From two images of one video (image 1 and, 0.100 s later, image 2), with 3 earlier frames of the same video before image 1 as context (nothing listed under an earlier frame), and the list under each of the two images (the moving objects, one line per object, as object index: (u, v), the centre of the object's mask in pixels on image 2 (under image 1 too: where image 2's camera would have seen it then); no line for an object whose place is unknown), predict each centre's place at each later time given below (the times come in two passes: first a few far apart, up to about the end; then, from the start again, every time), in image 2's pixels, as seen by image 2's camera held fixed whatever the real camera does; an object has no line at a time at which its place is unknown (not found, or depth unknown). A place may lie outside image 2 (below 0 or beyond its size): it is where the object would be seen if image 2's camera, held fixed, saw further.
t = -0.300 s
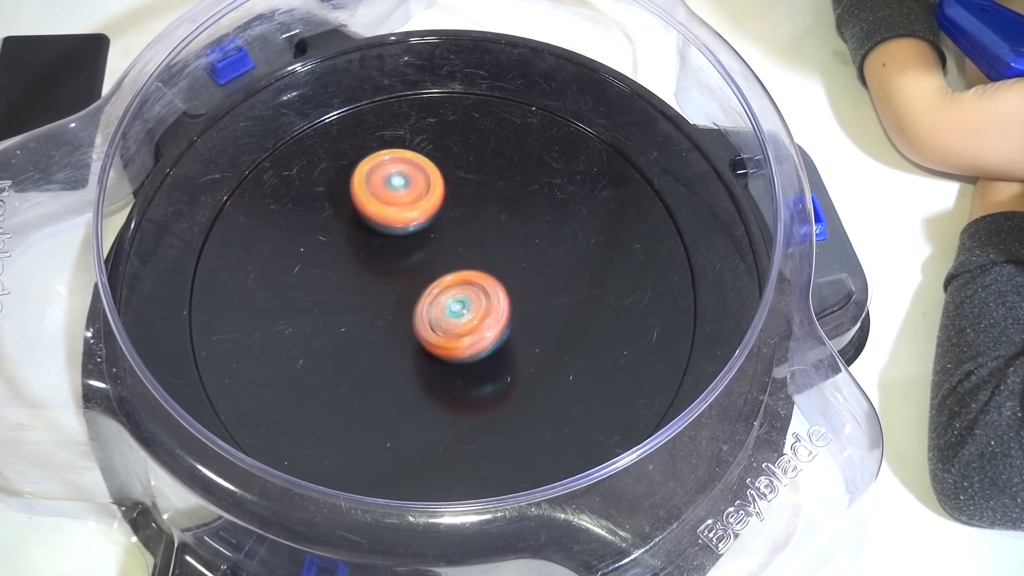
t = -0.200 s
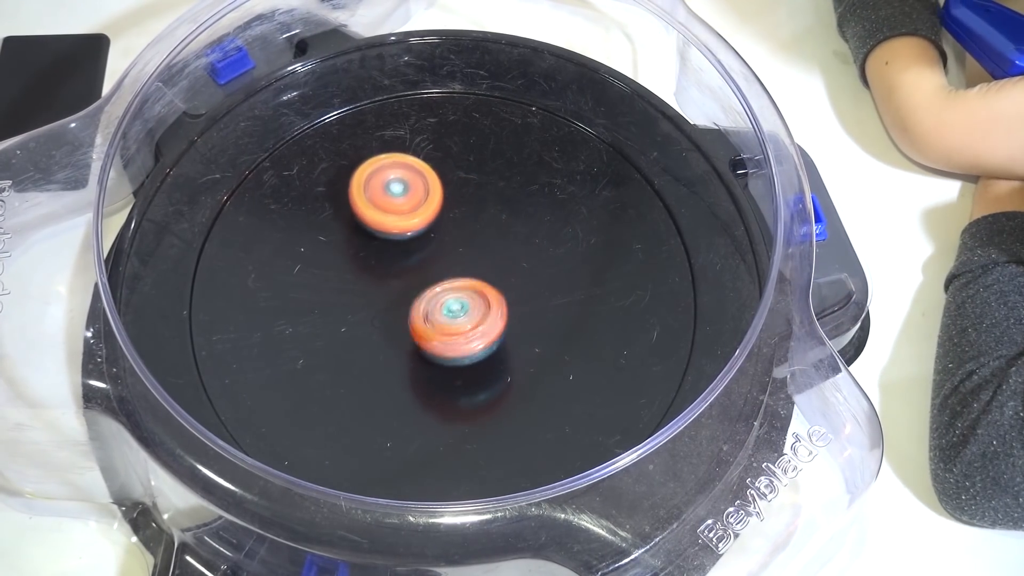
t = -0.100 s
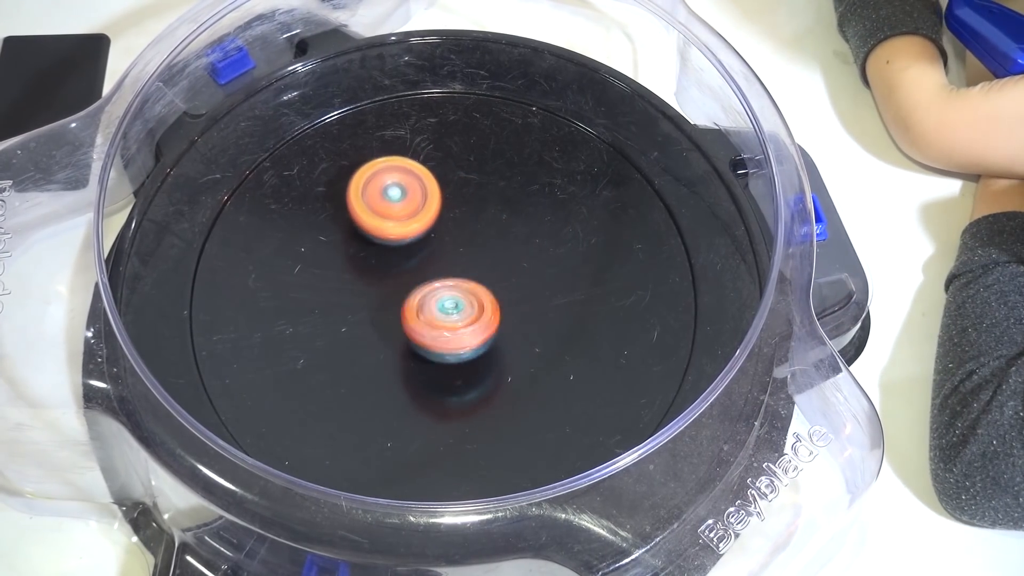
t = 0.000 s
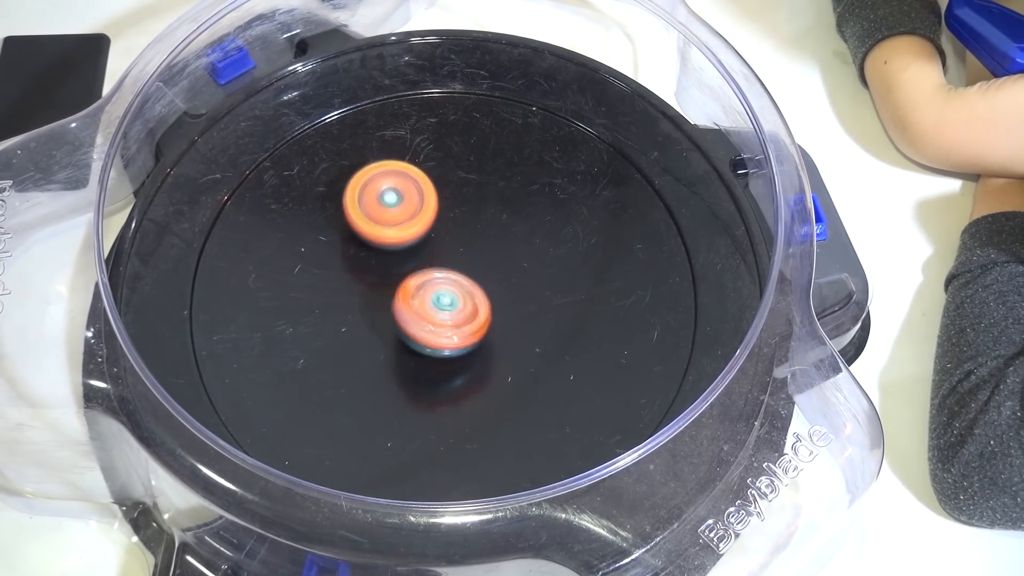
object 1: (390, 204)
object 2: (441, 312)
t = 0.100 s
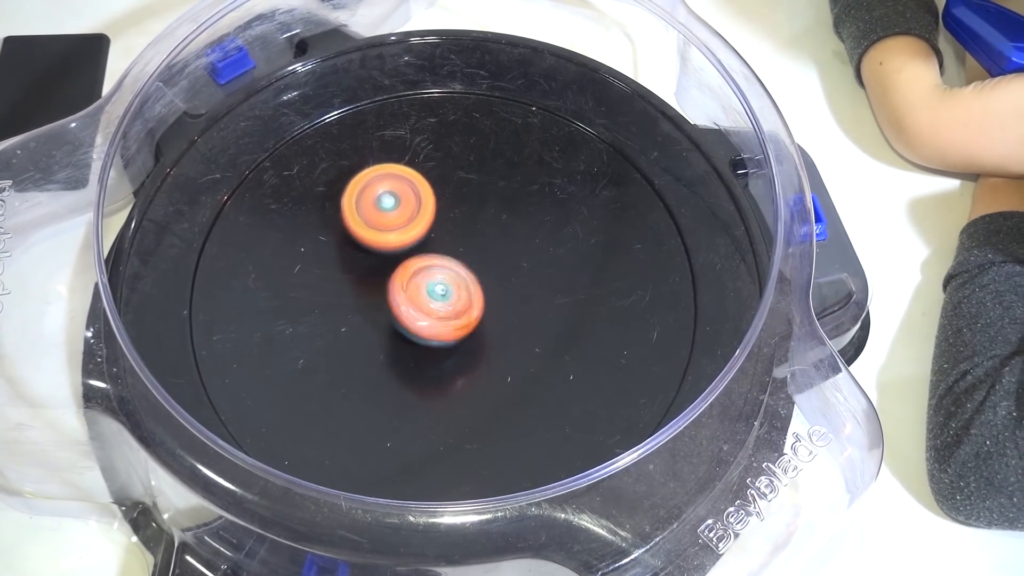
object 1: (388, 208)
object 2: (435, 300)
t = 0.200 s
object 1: (385, 210)
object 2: (435, 284)
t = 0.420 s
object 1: (385, 187)
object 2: (462, 327)
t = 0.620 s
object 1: (381, 202)
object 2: (458, 330)
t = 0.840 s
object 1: (378, 222)
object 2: (449, 307)
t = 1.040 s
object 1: (342, 231)
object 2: (494, 328)
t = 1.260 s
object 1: (339, 240)
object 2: (500, 350)
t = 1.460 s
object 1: (340, 248)
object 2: (464, 335)
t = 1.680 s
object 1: (339, 257)
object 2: (467, 295)
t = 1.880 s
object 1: (350, 275)
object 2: (507, 280)
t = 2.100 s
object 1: (361, 301)
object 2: (513, 298)
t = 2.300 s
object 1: (365, 307)
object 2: (470, 293)
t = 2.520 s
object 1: (369, 309)
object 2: (466, 269)
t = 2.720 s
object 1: (374, 314)
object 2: (483, 267)
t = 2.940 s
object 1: (379, 319)
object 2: (477, 287)
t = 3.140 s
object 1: (369, 318)
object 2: (493, 299)
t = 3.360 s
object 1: (371, 319)
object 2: (514, 310)
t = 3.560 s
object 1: (377, 326)
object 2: (485, 317)
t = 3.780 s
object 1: (361, 312)
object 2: (468, 335)
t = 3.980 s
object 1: (372, 319)
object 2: (462, 342)
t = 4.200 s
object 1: (383, 310)
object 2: (472, 326)
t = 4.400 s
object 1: (356, 280)
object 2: (493, 310)
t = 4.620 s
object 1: (384, 258)
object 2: (498, 307)
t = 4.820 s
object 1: (437, 246)
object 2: (495, 326)
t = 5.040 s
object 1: (444, 253)
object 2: (481, 331)
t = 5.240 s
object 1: (432, 264)
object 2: (472, 345)
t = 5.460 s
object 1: (422, 262)
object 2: (484, 329)
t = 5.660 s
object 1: (422, 268)
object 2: (499, 325)
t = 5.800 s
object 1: (422, 261)
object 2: (488, 333)
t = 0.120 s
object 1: (387, 208)
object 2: (435, 296)
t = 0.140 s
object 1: (387, 209)
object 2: (434, 293)
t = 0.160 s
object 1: (386, 209)
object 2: (434, 290)
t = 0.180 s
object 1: (386, 210)
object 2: (434, 287)
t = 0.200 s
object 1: (385, 210)
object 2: (435, 284)
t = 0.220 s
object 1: (384, 207)
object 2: (436, 288)
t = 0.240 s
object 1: (382, 197)
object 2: (439, 295)
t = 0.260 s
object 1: (381, 189)
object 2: (443, 302)
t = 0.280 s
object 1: (381, 183)
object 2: (445, 309)
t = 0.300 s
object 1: (382, 180)
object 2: (448, 313)
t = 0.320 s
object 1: (383, 179)
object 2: (450, 316)
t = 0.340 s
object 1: (384, 180)
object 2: (453, 319)
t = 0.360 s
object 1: (385, 182)
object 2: (457, 320)
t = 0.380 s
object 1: (385, 183)
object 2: (460, 323)
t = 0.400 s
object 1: (385, 186)
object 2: (462, 325)
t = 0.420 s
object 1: (385, 187)
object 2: (462, 327)
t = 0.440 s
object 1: (385, 190)
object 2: (463, 329)
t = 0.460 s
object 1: (384, 191)
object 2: (464, 330)
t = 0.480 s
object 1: (385, 193)
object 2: (464, 332)
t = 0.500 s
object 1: (384, 195)
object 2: (463, 332)
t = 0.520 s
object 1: (384, 196)
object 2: (461, 332)
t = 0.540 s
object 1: (382, 197)
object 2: (461, 332)
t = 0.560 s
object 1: (383, 198)
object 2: (460, 332)
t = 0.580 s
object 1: (382, 200)
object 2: (460, 332)
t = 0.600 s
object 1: (382, 200)
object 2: (459, 331)
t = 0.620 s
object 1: (381, 202)
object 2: (458, 330)
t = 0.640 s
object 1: (381, 202)
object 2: (457, 329)
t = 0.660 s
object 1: (380, 204)
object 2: (457, 329)
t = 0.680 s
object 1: (380, 205)
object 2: (456, 327)
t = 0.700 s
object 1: (379, 207)
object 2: (455, 324)
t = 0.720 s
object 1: (379, 207)
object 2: (453, 323)
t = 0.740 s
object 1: (379, 209)
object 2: (453, 322)
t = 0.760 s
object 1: (379, 210)
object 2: (452, 319)
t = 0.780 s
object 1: (379, 213)
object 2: (451, 316)
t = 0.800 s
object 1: (378, 215)
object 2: (449, 312)
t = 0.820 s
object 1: (379, 218)
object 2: (449, 310)
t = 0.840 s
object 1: (378, 222)
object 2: (449, 307)
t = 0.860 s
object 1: (379, 226)
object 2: (449, 303)
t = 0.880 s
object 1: (378, 230)
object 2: (449, 299)
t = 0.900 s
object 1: (378, 234)
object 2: (450, 295)
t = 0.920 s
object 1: (375, 238)
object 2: (454, 295)
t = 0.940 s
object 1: (368, 234)
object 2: (464, 305)
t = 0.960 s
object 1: (360, 230)
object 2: (471, 312)
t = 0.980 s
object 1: (355, 228)
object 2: (479, 316)
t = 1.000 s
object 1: (350, 228)
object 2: (485, 321)
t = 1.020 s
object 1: (346, 229)
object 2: (490, 325)
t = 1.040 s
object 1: (342, 231)
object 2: (494, 328)
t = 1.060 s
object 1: (340, 232)
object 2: (496, 330)
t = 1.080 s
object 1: (339, 234)
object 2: (498, 330)
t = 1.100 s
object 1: (338, 235)
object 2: (501, 331)
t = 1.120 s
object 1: (338, 235)
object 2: (503, 332)
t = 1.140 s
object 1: (338, 236)
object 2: (506, 335)
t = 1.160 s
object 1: (338, 236)
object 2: (507, 338)
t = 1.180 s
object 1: (338, 237)
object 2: (508, 341)
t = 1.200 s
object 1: (338, 238)
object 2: (507, 344)
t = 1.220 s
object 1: (338, 239)
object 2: (505, 346)
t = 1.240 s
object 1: (339, 239)
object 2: (503, 348)
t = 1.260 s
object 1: (339, 240)
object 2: (500, 350)
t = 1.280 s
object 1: (339, 241)
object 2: (499, 351)
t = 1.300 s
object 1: (340, 242)
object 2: (496, 352)
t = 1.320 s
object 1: (339, 243)
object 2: (494, 352)
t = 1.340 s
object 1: (340, 243)
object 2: (489, 351)
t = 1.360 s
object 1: (340, 244)
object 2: (486, 350)
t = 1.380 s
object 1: (340, 245)
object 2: (482, 349)
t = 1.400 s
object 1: (340, 246)
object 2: (477, 346)
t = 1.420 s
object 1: (340, 246)
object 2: (473, 344)
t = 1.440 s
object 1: (340, 248)
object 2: (467, 340)
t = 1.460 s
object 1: (340, 248)
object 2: (464, 335)
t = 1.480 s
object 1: (340, 249)
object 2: (461, 331)
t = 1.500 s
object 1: (339, 250)
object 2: (459, 326)
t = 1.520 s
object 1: (340, 250)
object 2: (458, 323)
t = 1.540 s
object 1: (339, 251)
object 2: (457, 319)
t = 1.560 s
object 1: (340, 252)
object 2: (458, 315)
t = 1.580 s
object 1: (339, 253)
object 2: (459, 311)
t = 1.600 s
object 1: (340, 254)
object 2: (460, 307)
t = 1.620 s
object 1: (340, 255)
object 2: (462, 304)
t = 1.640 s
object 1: (340, 256)
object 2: (463, 300)
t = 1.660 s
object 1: (340, 257)
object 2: (466, 297)
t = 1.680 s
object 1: (339, 257)
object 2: (467, 295)
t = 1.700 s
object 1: (340, 258)
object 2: (469, 292)
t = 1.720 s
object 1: (340, 259)
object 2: (472, 289)
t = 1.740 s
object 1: (341, 259)
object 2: (475, 286)
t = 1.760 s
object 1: (341, 261)
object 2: (480, 284)
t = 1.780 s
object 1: (343, 262)
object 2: (483, 282)
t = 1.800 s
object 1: (343, 265)
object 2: (488, 281)
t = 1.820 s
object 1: (345, 267)
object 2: (492, 280)
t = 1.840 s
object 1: (347, 269)
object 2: (498, 279)
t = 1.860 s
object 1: (348, 272)
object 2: (502, 279)
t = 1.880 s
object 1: (350, 275)
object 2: (507, 280)
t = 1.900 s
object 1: (351, 278)
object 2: (511, 282)
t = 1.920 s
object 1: (353, 281)
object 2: (513, 283)
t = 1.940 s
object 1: (354, 284)
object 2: (515, 285)
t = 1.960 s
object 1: (356, 286)
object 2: (517, 286)
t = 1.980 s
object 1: (357, 289)
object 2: (518, 288)
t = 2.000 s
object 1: (358, 292)
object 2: (518, 290)
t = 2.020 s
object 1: (359, 294)
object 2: (518, 292)
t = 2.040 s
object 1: (359, 296)
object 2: (518, 293)
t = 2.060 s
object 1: (360, 298)
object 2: (517, 295)
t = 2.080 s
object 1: (360, 300)
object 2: (516, 297)
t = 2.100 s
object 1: (361, 301)
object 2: (513, 298)
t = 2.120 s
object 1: (361, 303)
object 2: (511, 300)
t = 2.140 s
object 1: (361, 304)
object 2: (507, 300)
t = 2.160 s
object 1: (361, 304)
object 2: (504, 301)
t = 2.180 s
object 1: (361, 305)
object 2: (499, 302)
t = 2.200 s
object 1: (362, 305)
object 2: (495, 301)
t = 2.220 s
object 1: (362, 305)
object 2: (490, 301)
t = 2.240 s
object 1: (363, 305)
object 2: (484, 299)
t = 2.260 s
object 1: (363, 306)
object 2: (479, 298)
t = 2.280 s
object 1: (364, 306)
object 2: (474, 296)
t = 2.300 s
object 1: (365, 307)
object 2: (470, 293)
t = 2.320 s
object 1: (365, 307)
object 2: (467, 291)
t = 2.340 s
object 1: (366, 307)
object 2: (464, 287)
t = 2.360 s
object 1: (366, 308)
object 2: (462, 284)
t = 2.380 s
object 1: (367, 308)
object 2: (460, 282)
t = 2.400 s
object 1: (365, 308)
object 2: (460, 279)
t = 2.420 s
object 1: (364, 308)
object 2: (462, 276)
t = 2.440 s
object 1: (364, 308)
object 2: (464, 275)
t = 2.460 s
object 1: (366, 308)
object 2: (465, 273)
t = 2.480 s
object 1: (367, 309)
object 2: (466, 272)
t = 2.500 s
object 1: (368, 309)
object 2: (466, 270)
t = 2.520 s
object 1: (369, 309)
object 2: (466, 269)
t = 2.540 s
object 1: (370, 309)
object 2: (467, 267)
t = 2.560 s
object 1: (371, 310)
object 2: (467, 265)
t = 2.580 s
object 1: (371, 310)
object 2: (468, 263)
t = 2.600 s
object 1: (372, 311)
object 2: (471, 260)
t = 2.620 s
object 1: (372, 311)
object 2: (476, 259)
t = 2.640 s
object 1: (373, 312)
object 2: (478, 261)
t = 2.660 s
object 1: (373, 312)
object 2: (480, 263)
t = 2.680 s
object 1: (373, 313)
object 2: (481, 265)
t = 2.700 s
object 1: (374, 313)
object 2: (482, 266)
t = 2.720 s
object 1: (374, 314)
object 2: (483, 267)
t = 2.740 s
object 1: (374, 314)
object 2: (484, 269)
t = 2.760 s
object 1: (374, 315)
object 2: (486, 271)
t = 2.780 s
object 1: (375, 315)
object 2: (486, 274)
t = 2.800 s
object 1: (375, 316)
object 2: (485, 276)
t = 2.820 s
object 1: (375, 316)
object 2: (484, 279)
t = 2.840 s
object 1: (376, 317)
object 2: (481, 281)
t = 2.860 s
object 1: (377, 316)
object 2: (479, 282)
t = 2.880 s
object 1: (379, 317)
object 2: (477, 284)
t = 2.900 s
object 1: (381, 317)
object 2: (475, 286)
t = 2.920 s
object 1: (380, 318)
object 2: (476, 286)
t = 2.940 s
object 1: (379, 319)
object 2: (477, 287)
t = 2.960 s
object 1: (378, 320)
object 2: (477, 288)
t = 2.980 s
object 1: (378, 320)
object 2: (478, 289)
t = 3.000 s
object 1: (378, 319)
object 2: (479, 290)
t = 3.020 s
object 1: (380, 319)
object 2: (479, 292)
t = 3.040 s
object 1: (380, 320)
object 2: (479, 292)
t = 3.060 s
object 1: (380, 320)
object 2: (480, 294)
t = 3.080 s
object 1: (380, 320)
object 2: (480, 295)
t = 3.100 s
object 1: (380, 319)
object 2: (480, 297)
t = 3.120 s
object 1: (376, 319)
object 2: (485, 298)
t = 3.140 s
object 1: (369, 318)
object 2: (493, 299)
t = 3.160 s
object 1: (364, 317)
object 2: (500, 301)
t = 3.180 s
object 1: (362, 317)
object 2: (504, 302)
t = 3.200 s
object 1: (362, 317)
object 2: (508, 302)
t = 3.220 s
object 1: (362, 317)
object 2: (511, 304)
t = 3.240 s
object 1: (364, 317)
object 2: (512, 305)
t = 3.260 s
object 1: (365, 317)
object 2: (513, 307)
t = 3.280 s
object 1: (366, 317)
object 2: (513, 308)
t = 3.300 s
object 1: (367, 317)
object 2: (513, 308)
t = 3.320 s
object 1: (368, 318)
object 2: (514, 309)
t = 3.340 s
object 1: (370, 318)
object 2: (515, 309)
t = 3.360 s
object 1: (371, 319)
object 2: (514, 310)
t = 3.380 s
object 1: (372, 319)
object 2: (515, 311)
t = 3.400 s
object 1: (373, 320)
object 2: (512, 311)
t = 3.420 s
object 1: (374, 320)
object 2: (511, 312)
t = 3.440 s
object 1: (375, 321)
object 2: (509, 312)
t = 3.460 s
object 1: (375, 322)
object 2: (507, 313)
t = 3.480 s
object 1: (376, 323)
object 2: (504, 313)
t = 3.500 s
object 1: (377, 324)
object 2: (500, 314)
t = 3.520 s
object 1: (377, 324)
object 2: (496, 315)
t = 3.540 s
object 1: (378, 325)
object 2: (491, 316)
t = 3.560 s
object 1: (377, 326)
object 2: (485, 317)
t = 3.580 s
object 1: (377, 326)
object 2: (479, 318)
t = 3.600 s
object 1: (372, 323)
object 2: (477, 319)
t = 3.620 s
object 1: (362, 320)
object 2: (481, 322)
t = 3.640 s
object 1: (356, 316)
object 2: (483, 325)
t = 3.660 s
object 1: (352, 313)
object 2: (482, 327)
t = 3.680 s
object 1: (351, 311)
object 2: (481, 328)
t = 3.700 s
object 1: (353, 309)
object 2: (478, 329)
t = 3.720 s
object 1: (356, 309)
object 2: (476, 330)
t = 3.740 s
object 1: (359, 310)
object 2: (473, 332)
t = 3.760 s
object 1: (360, 310)
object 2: (470, 333)
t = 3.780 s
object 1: (361, 312)
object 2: (468, 335)
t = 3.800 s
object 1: (361, 314)
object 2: (466, 337)
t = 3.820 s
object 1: (361, 314)
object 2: (464, 338)
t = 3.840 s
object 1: (360, 315)
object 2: (463, 340)
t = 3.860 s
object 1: (360, 315)
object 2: (463, 341)
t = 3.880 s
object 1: (362, 315)
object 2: (462, 343)
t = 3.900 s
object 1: (363, 316)
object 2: (462, 343)
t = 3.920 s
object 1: (364, 316)
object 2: (462, 344)
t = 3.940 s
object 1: (367, 317)
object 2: (462, 343)
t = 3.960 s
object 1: (369, 318)
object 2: (462, 343)
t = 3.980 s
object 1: (372, 319)
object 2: (462, 342)
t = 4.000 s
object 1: (375, 321)
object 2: (463, 341)
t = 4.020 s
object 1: (378, 322)
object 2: (465, 340)
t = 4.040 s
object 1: (379, 322)
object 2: (465, 339)
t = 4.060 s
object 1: (379, 320)
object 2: (467, 339)
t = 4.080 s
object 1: (380, 318)
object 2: (468, 339)
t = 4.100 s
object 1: (381, 317)
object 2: (467, 338)
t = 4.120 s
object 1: (382, 317)
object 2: (468, 336)
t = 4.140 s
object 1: (382, 315)
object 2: (468, 334)
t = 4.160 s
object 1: (383, 314)
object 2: (469, 331)
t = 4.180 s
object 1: (384, 312)
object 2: (470, 328)
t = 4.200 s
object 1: (383, 310)
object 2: (472, 326)
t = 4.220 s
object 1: (383, 307)
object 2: (474, 323)
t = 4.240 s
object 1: (379, 303)
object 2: (479, 322)
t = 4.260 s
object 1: (375, 298)
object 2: (484, 322)
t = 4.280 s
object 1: (371, 295)
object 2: (486, 321)
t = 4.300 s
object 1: (367, 292)
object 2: (486, 320)
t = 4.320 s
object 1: (363, 290)
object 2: (486, 318)
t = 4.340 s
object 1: (360, 287)
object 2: (488, 315)
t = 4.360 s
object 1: (357, 285)
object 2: (489, 313)
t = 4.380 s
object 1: (357, 282)
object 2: (491, 311)
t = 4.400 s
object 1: (356, 280)
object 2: (493, 310)
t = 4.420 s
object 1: (357, 278)
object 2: (495, 308)
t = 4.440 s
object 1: (358, 276)
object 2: (497, 307)
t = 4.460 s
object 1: (359, 273)
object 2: (498, 306)
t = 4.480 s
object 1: (361, 271)
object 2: (500, 306)
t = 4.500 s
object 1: (364, 269)
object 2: (501, 306)
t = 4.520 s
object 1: (366, 267)
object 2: (501, 306)
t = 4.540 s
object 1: (369, 266)
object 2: (501, 305)
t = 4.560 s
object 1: (372, 263)
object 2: (501, 306)
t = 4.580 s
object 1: (376, 262)
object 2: (501, 306)
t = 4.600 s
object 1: (379, 260)
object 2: (499, 306)
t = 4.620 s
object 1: (384, 258)
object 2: (498, 307)
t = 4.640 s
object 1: (389, 257)
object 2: (496, 307)
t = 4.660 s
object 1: (395, 257)
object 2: (495, 308)
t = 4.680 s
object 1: (400, 255)
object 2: (493, 310)
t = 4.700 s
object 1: (407, 255)
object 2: (491, 311)
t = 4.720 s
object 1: (414, 255)
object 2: (489, 313)
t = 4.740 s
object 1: (420, 255)
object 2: (487, 315)
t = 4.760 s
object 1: (427, 255)
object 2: (486, 317)
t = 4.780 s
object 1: (432, 251)
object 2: (489, 319)
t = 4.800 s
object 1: (437, 248)
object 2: (492, 323)
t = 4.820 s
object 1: (437, 246)
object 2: (495, 326)
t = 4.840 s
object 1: (439, 244)
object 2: (497, 326)
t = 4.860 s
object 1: (440, 246)
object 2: (499, 327)
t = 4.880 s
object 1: (440, 247)
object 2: (499, 327)
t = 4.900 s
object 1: (440, 248)
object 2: (499, 327)
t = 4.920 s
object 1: (441, 249)
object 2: (499, 326)
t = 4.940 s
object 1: (442, 251)
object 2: (497, 326)
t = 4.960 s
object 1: (443, 253)
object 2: (495, 326)
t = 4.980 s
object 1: (444, 252)
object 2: (492, 327)
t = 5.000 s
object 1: (445, 252)
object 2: (488, 328)
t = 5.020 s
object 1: (445, 252)
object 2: (484, 329)
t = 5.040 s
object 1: (444, 253)
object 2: (481, 331)
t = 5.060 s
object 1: (443, 253)
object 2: (479, 333)
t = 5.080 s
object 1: (443, 254)
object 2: (476, 335)
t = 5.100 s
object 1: (442, 255)
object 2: (475, 337)
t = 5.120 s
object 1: (441, 256)
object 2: (474, 340)
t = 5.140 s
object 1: (440, 258)
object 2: (473, 342)
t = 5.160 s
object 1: (439, 259)
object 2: (472, 343)
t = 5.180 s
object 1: (438, 261)
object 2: (472, 345)
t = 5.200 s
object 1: (436, 262)
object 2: (472, 345)
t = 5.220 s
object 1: (434, 263)
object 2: (472, 346)
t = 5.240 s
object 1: (432, 264)
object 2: (472, 345)
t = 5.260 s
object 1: (431, 264)
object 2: (472, 345)
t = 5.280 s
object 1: (428, 263)
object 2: (472, 344)
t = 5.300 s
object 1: (425, 262)
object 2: (472, 343)
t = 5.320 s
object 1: (423, 263)
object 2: (473, 342)
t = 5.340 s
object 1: (422, 262)
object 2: (473, 340)
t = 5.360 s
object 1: (420, 262)
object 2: (474, 338)
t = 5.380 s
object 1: (420, 262)
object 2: (476, 336)
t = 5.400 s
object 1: (420, 261)
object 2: (477, 334)
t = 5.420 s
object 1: (420, 261)
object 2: (479, 332)
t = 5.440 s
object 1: (422, 262)
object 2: (481, 330)
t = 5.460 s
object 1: (422, 262)
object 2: (484, 329)
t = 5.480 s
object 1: (422, 261)
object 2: (487, 327)
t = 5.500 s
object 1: (423, 262)
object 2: (490, 326)
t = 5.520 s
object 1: (423, 264)
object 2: (493, 325)
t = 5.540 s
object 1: (422, 265)
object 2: (495, 325)
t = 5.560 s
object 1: (421, 266)
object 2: (497, 325)
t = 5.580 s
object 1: (421, 265)
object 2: (499, 325)
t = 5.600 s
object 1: (421, 265)
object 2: (499, 325)
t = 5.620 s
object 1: (421, 267)
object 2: (500, 325)
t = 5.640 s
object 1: (420, 268)
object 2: (500, 325)
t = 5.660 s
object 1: (422, 268)
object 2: (499, 325)
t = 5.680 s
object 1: (421, 267)
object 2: (498, 326)
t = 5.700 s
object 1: (420, 266)
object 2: (498, 328)
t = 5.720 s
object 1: (420, 265)
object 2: (496, 329)
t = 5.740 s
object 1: (420, 264)
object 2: (494, 329)
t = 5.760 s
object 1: (421, 263)
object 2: (492, 330)
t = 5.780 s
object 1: (421, 262)
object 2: (490, 332)
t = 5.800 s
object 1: (422, 261)
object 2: (488, 333)
